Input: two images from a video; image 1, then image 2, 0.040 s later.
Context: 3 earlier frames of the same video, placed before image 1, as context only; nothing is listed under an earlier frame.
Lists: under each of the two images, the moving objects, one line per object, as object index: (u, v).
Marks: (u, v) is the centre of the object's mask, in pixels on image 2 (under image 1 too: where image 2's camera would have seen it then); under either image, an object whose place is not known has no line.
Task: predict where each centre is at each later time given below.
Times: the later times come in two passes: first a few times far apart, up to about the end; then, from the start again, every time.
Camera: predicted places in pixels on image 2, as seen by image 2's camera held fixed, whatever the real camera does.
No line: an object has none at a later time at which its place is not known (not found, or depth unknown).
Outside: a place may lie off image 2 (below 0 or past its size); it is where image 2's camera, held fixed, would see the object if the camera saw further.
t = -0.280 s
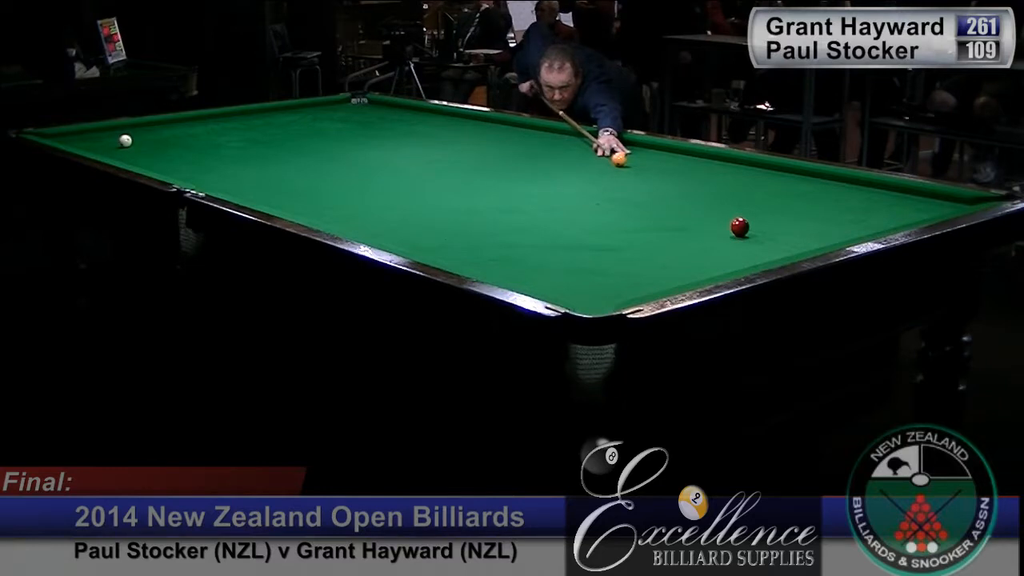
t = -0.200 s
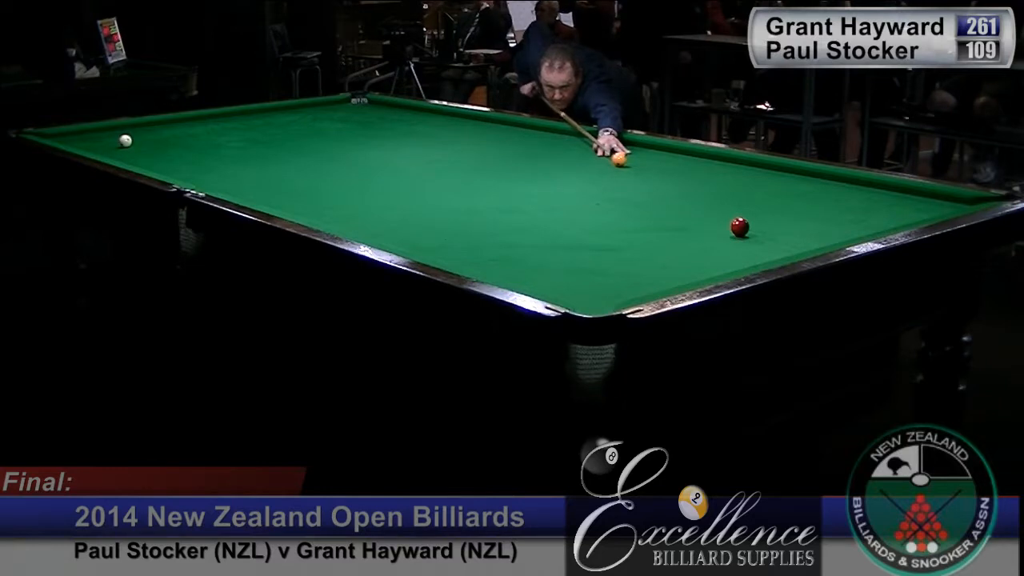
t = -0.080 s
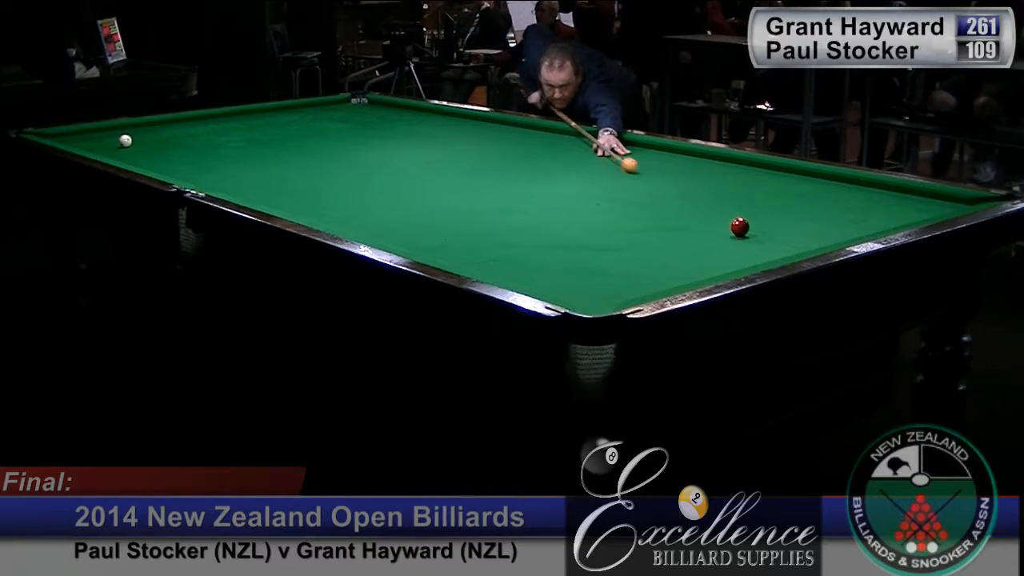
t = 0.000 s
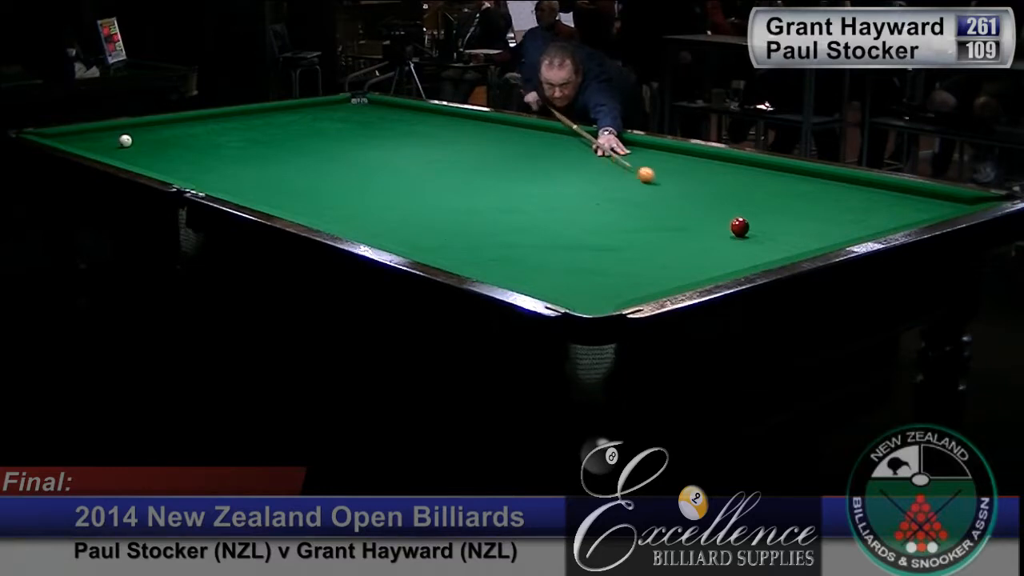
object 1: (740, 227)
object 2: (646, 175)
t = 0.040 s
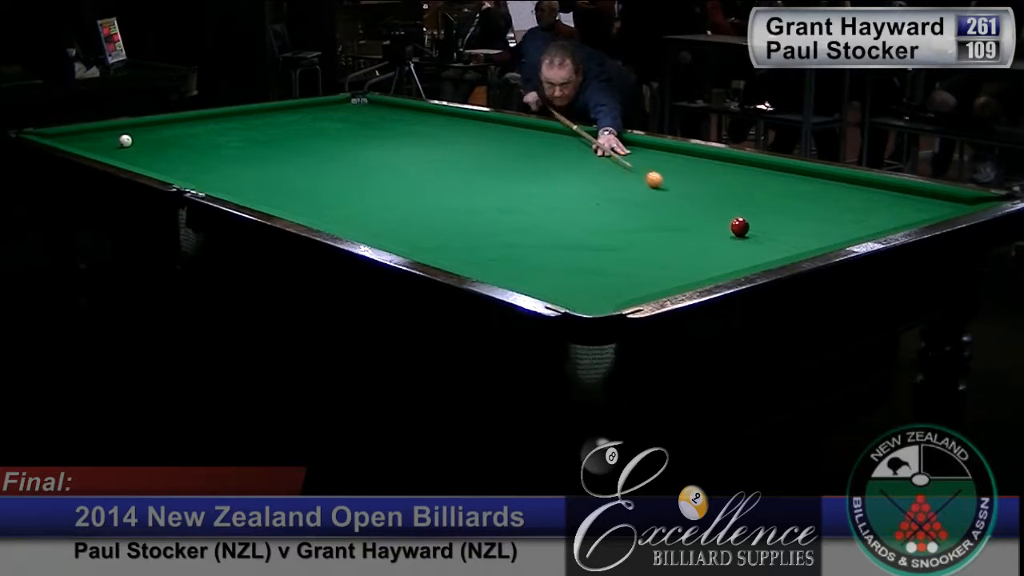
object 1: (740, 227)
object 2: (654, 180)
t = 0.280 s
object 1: (740, 227)
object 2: (704, 210)
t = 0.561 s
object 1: (816, 242)
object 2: (697, 236)
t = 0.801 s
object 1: (771, 236)
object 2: (671, 255)
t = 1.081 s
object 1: (715, 225)
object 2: (637, 281)
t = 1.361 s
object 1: (664, 214)
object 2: (599, 307)
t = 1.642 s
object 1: (619, 205)
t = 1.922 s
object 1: (579, 197)
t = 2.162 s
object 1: (548, 191)
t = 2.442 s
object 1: (515, 185)
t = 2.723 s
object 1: (486, 179)
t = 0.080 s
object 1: (740, 227)
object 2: (662, 184)
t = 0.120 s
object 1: (740, 227)
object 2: (670, 189)
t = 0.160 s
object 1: (740, 227)
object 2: (678, 194)
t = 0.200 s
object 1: (740, 227)
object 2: (687, 199)
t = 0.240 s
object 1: (740, 227)
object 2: (695, 205)
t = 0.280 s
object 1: (740, 227)
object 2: (704, 210)
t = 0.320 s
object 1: (740, 227)
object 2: (714, 216)
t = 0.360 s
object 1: (739, 227)
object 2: (723, 222)
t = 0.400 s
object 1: (755, 230)
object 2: (719, 225)
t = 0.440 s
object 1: (771, 235)
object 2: (712, 227)
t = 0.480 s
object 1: (787, 238)
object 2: (706, 230)
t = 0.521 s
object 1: (802, 241)
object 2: (701, 233)
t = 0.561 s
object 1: (816, 242)
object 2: (697, 236)
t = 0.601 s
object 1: (817, 242)
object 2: (693, 239)
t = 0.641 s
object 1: (807, 242)
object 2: (689, 242)
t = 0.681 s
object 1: (797, 242)
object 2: (684, 245)
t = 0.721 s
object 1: (788, 240)
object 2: (680, 248)
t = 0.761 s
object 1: (779, 238)
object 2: (676, 252)
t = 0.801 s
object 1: (771, 236)
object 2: (671, 255)
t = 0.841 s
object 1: (763, 235)
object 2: (666, 259)
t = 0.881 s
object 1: (754, 233)
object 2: (662, 262)
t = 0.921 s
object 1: (746, 231)
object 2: (657, 266)
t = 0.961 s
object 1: (738, 229)
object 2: (652, 270)
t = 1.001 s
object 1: (730, 228)
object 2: (648, 273)
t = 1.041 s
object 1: (722, 226)
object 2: (642, 277)
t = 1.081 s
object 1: (715, 225)
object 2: (637, 281)
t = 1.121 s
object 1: (707, 223)
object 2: (632, 285)
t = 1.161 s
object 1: (700, 222)
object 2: (627, 288)
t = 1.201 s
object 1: (693, 220)
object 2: (621, 291)
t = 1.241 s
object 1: (686, 219)
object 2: (615, 295)
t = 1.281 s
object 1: (678, 217)
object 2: (610, 300)
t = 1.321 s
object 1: (671, 216)
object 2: (604, 303)
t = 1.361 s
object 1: (664, 214)
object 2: (599, 307)
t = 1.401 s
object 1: (657, 213)
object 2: (593, 309)
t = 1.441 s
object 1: (651, 212)
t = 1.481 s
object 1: (644, 210)
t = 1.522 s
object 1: (638, 209)
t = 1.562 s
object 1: (632, 208)
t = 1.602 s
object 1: (625, 206)
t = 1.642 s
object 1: (619, 205)
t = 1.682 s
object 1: (613, 204)
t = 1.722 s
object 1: (607, 203)
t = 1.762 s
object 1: (601, 202)
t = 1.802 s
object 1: (596, 201)
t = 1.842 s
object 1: (590, 200)
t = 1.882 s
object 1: (585, 198)
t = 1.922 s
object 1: (579, 197)
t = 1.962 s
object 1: (574, 196)
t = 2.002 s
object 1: (568, 195)
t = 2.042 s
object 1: (563, 194)
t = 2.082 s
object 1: (558, 193)
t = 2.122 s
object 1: (553, 192)
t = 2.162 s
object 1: (548, 191)
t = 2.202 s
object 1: (543, 190)
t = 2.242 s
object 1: (538, 189)
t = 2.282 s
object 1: (533, 188)
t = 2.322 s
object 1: (529, 187)
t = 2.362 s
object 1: (524, 186)
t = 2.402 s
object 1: (520, 186)
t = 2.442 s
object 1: (515, 185)
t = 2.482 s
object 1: (511, 184)
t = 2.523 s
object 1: (507, 183)
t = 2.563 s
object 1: (502, 182)
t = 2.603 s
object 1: (498, 181)
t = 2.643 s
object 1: (494, 181)
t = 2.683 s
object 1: (490, 180)
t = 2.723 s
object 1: (486, 179)
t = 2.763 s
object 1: (482, 178)
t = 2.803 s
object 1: (478, 177)
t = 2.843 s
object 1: (473, 175)
